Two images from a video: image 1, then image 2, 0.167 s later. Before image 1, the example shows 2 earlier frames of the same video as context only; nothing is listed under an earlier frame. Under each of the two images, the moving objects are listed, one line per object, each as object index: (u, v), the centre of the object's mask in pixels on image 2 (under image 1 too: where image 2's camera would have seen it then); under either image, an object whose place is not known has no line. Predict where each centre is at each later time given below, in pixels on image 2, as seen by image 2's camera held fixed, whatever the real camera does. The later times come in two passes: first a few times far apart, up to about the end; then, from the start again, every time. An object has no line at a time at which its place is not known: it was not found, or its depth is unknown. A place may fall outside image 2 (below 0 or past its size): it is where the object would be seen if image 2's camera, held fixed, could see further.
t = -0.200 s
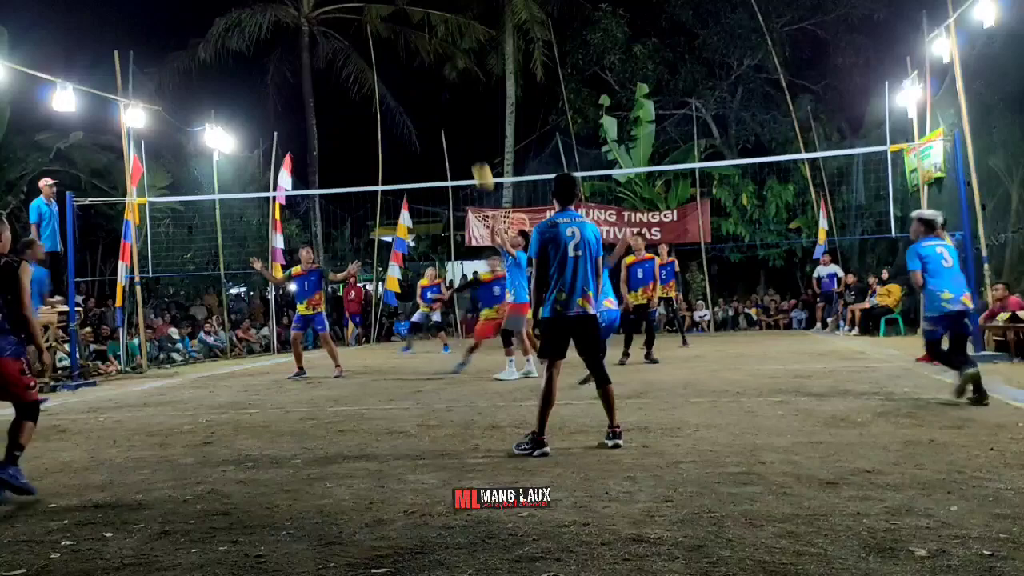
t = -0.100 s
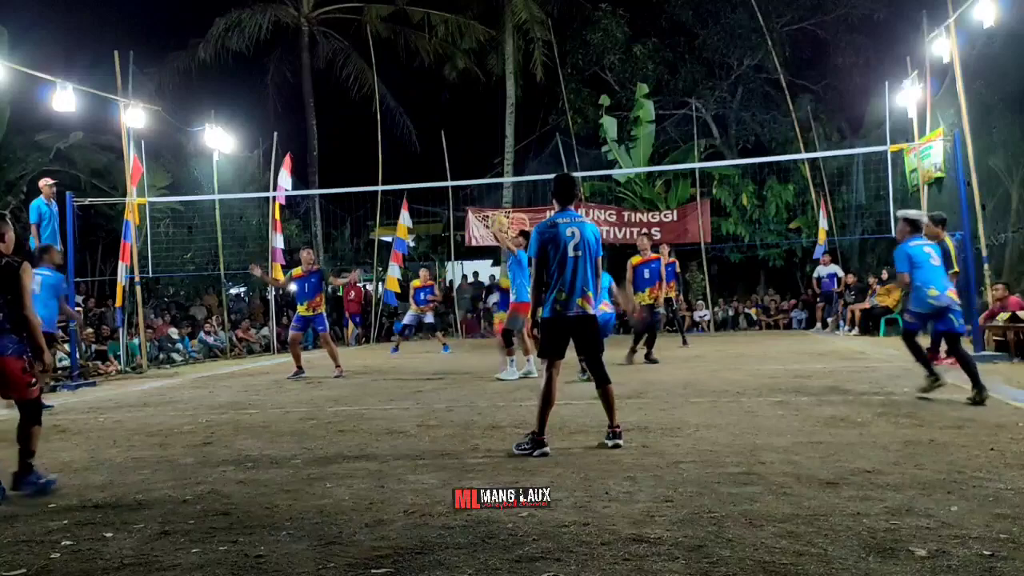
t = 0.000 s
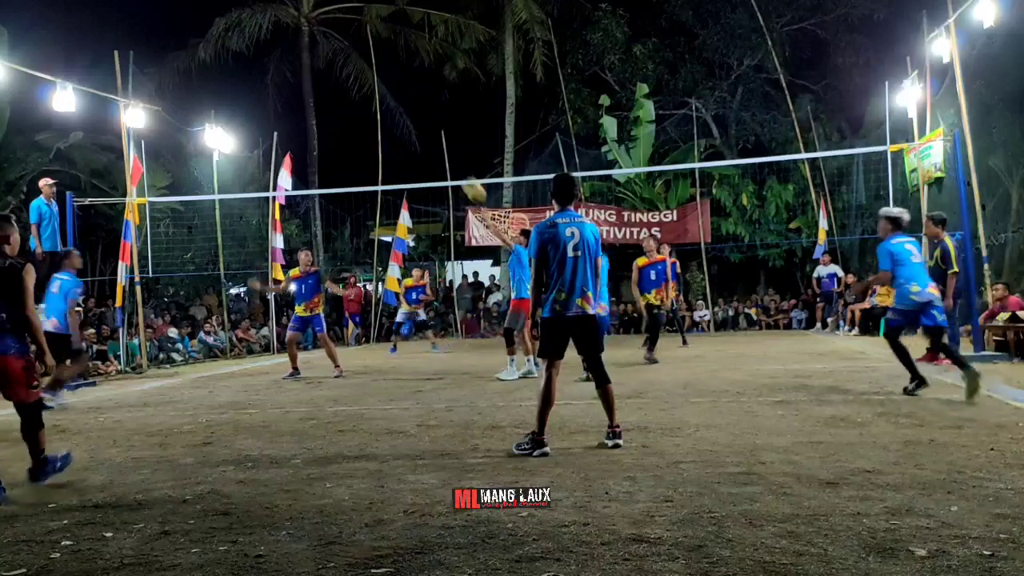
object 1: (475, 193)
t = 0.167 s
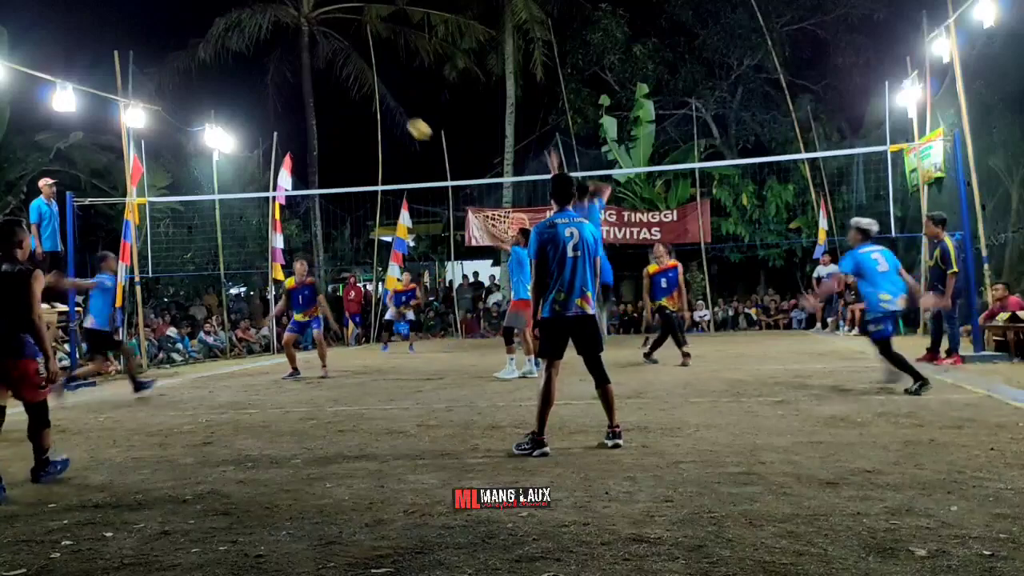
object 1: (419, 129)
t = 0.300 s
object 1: (378, 99)
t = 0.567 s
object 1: (301, 83)
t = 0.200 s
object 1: (409, 120)
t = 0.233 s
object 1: (398, 112)
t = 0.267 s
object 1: (389, 106)
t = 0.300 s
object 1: (378, 99)
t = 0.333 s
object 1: (368, 94)
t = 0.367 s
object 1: (358, 90)
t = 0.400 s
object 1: (348, 87)
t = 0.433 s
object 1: (339, 85)
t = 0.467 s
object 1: (329, 83)
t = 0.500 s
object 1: (320, 82)
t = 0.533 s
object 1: (310, 82)
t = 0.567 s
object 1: (301, 83)
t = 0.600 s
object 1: (292, 85)
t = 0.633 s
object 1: (283, 88)
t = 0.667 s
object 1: (274, 92)
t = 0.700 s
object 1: (266, 96)
